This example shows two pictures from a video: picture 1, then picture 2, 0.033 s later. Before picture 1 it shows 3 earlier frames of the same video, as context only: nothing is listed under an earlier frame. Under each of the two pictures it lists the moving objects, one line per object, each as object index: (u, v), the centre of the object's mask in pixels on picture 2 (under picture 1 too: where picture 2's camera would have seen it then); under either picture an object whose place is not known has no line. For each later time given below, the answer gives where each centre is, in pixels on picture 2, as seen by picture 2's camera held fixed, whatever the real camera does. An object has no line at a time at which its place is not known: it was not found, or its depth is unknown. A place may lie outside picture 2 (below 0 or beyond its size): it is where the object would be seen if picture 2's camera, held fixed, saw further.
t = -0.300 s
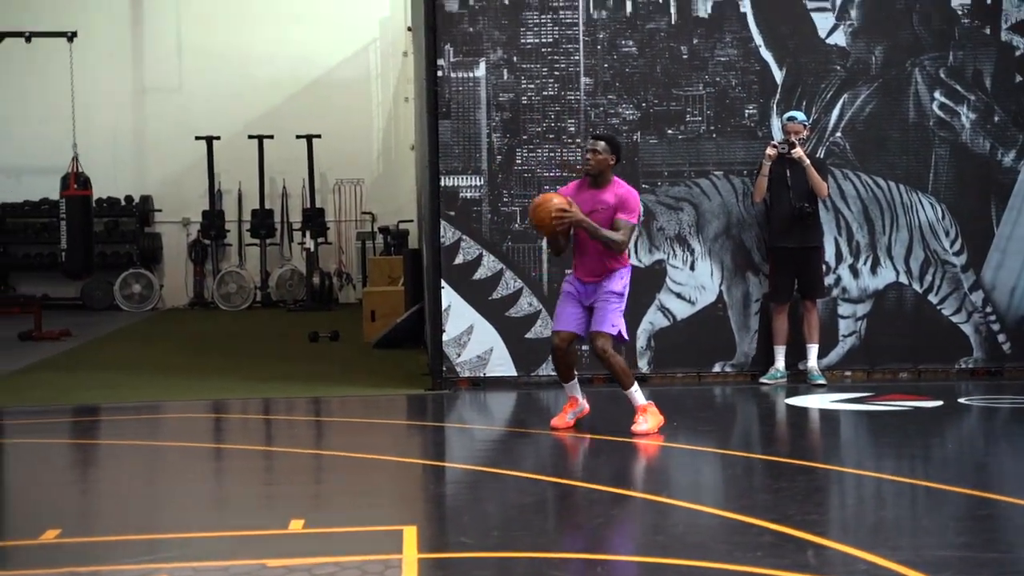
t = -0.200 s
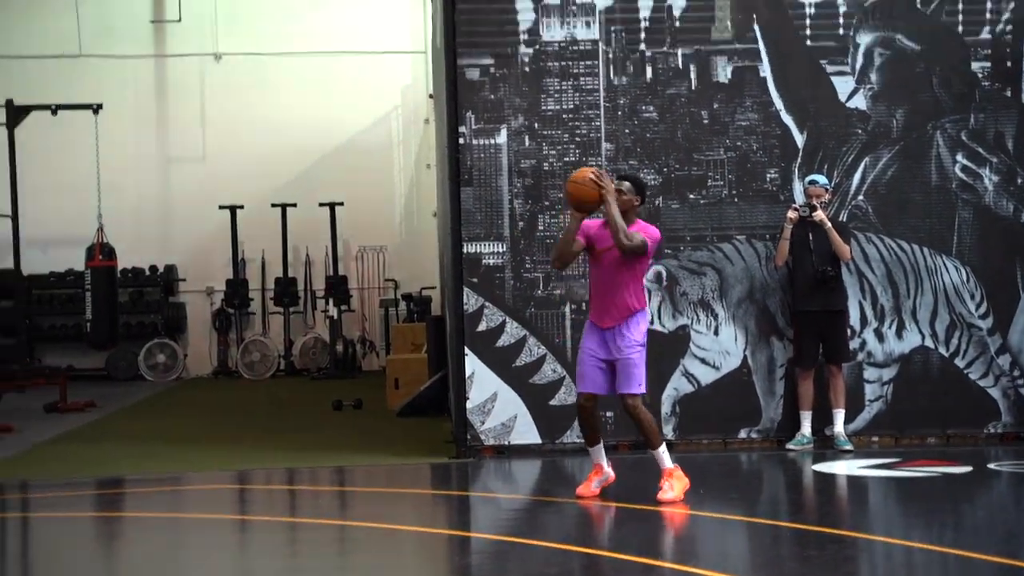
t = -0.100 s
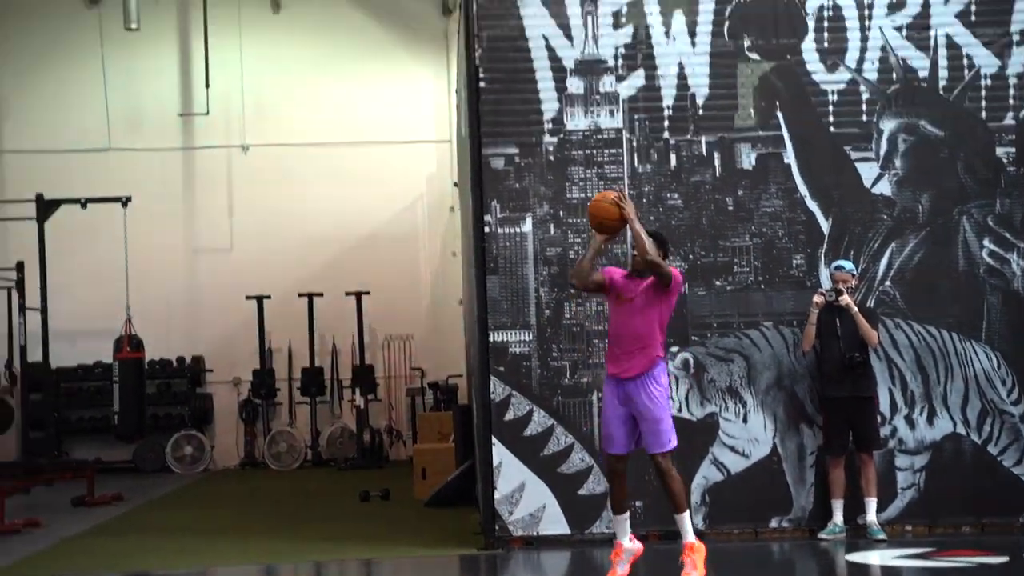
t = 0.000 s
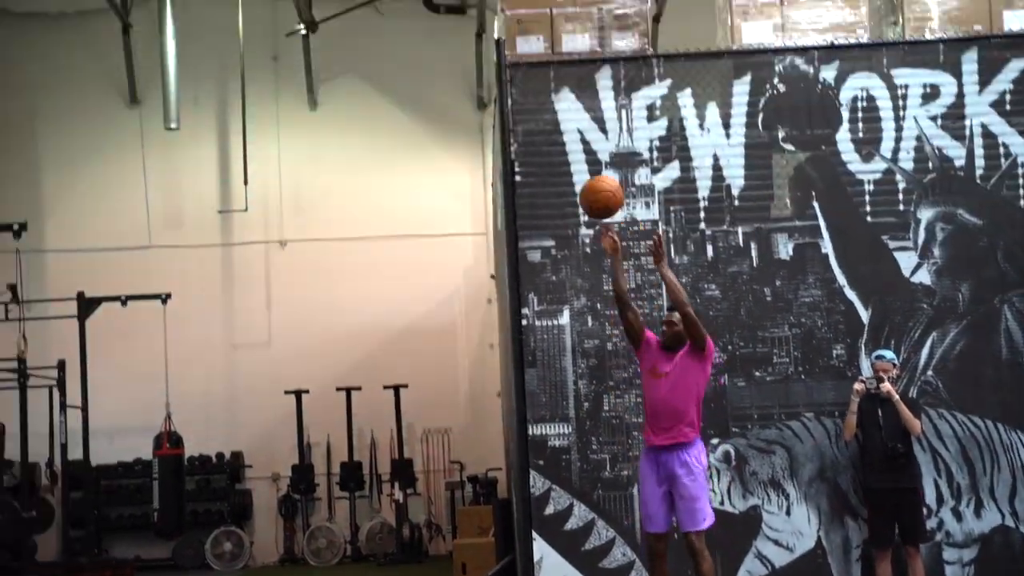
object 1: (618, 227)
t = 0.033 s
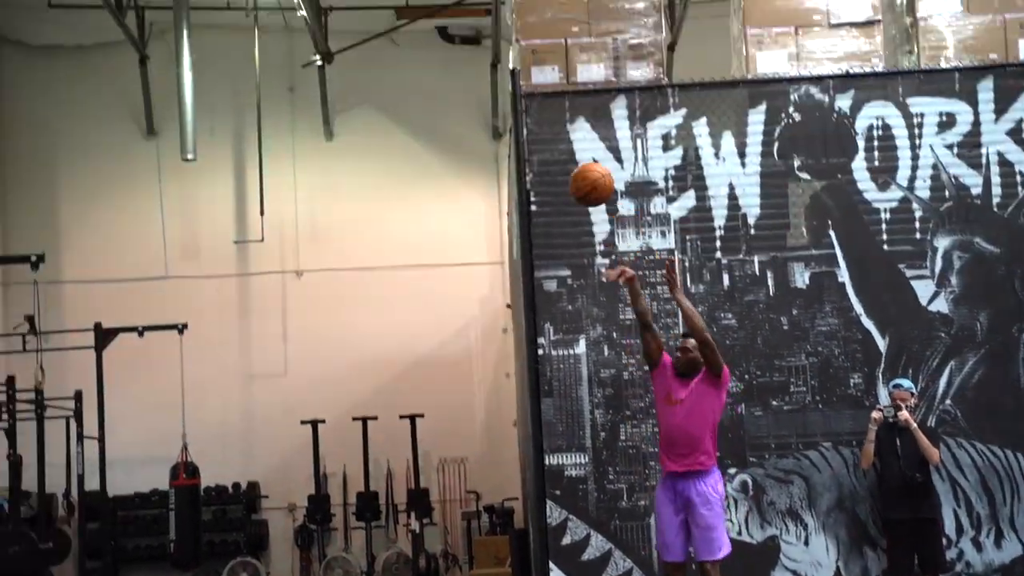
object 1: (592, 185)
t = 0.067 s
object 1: (565, 142)
